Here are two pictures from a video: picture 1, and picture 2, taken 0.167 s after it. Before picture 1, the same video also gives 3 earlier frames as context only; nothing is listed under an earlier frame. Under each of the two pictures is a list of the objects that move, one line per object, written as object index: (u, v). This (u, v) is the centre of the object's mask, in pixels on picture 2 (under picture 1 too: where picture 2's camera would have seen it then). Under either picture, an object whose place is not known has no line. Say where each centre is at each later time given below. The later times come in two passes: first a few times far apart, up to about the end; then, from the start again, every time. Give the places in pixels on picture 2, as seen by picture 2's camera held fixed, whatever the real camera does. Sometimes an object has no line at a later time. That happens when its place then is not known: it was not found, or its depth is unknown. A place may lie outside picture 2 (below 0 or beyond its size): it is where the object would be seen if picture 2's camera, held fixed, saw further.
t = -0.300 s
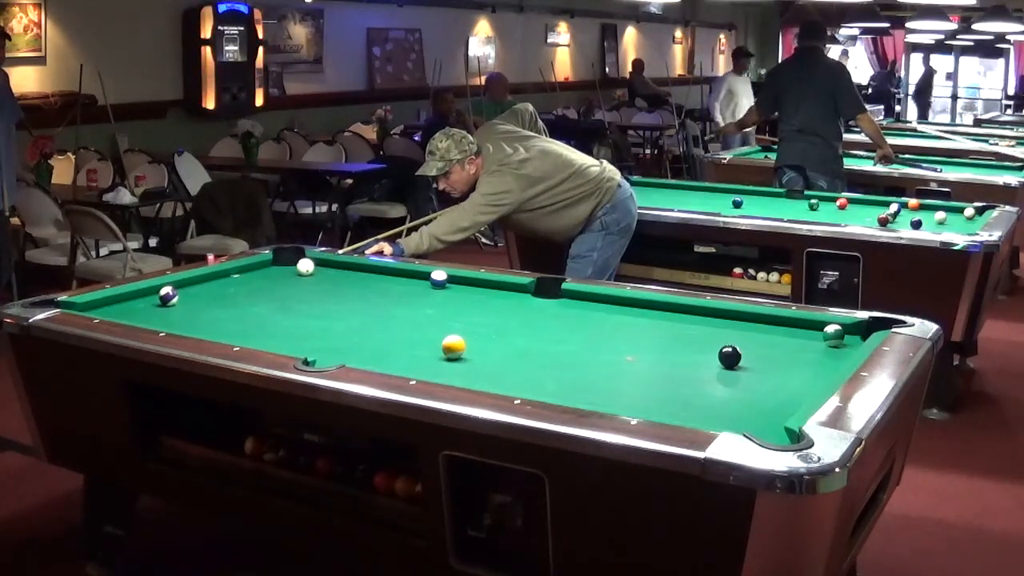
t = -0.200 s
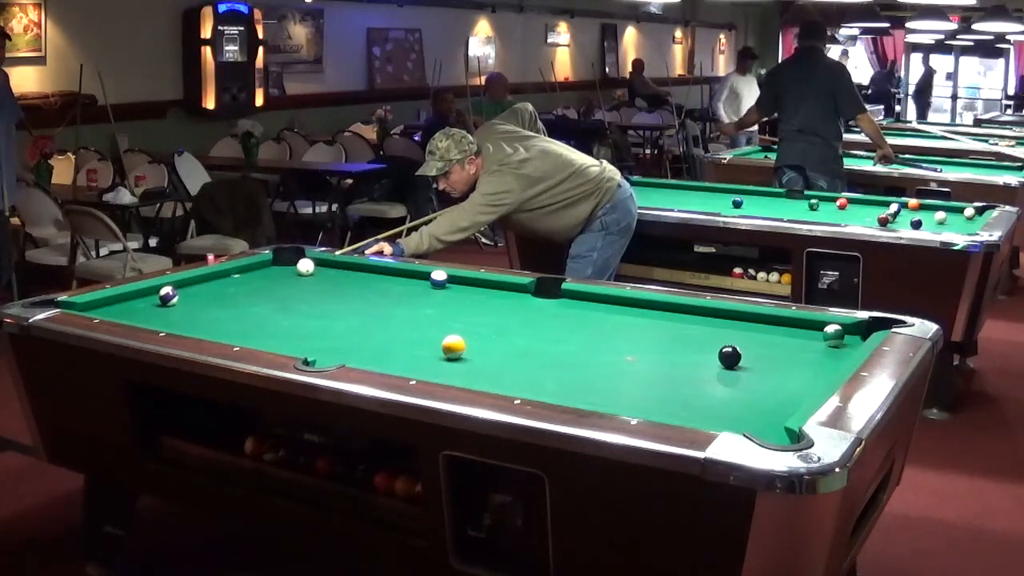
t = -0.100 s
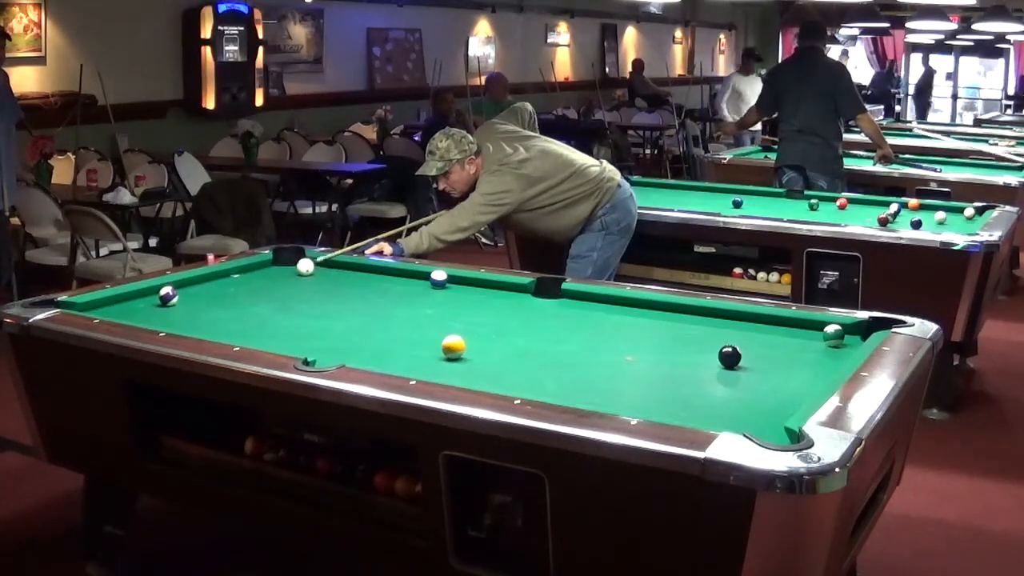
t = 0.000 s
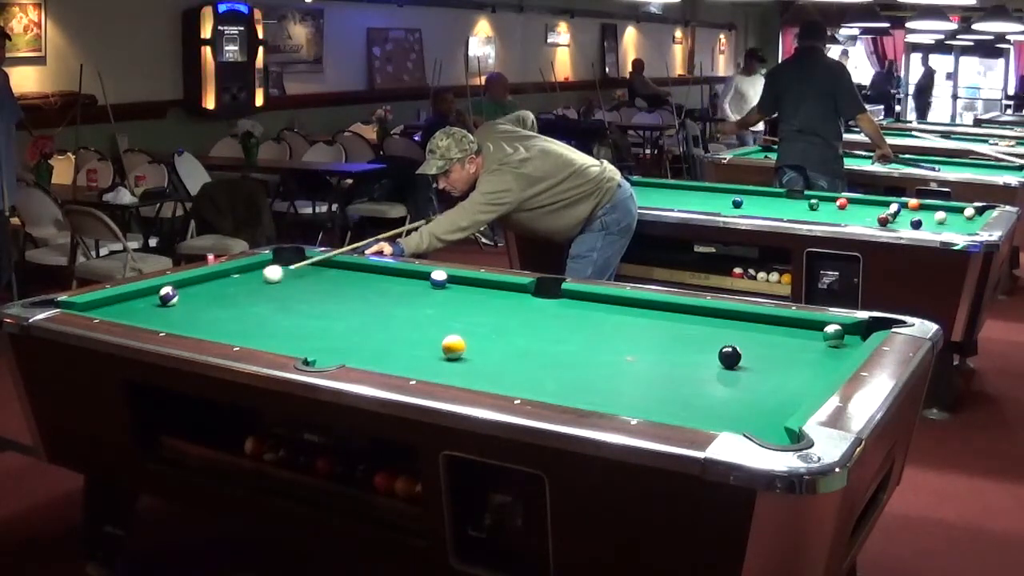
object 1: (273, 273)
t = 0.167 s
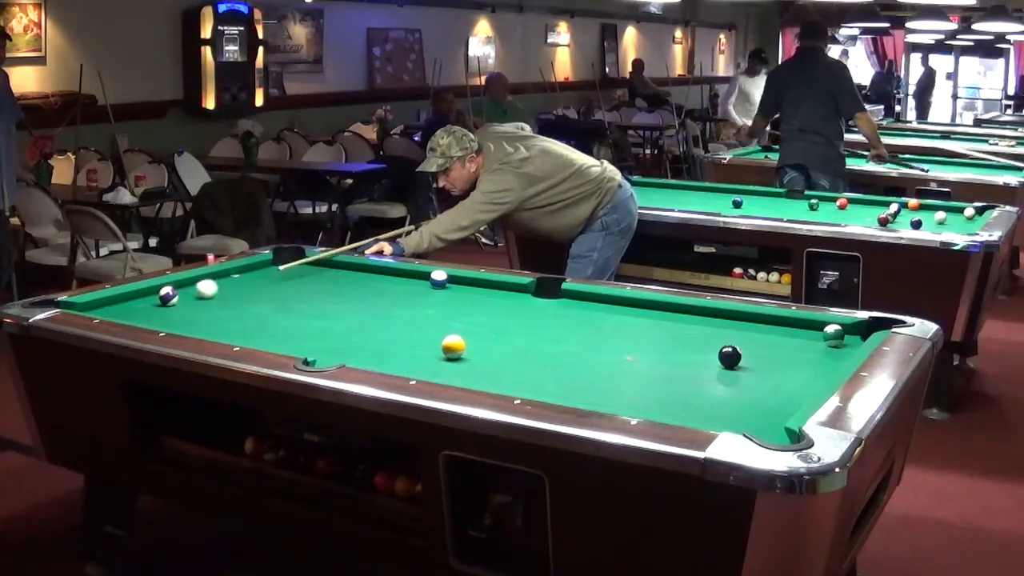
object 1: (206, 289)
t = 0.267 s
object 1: (188, 295)
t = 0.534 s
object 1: (172, 309)
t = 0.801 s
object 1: (152, 321)
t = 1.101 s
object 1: (196, 321)
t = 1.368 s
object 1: (238, 316)
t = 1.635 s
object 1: (277, 312)
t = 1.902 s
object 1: (312, 309)
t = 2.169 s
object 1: (345, 305)
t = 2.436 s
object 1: (375, 303)
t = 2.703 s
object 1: (401, 300)
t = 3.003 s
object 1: (428, 297)
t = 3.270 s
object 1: (450, 295)
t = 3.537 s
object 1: (469, 293)
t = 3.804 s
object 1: (486, 291)
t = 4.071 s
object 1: (500, 290)
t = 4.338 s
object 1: (512, 288)
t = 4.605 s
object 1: (521, 287)
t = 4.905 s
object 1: (523, 288)
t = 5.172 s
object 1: (523, 288)
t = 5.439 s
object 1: (523, 288)
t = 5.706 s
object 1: (523, 288)
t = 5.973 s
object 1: (522, 289)
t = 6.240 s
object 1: (522, 288)
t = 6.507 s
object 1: (522, 288)
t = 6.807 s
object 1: (522, 288)
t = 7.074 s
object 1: (522, 288)
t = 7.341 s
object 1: (522, 288)
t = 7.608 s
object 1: (522, 289)
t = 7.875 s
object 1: (522, 289)
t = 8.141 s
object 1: (522, 288)
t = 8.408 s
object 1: (522, 289)
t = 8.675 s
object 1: (522, 289)
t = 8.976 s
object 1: (522, 289)
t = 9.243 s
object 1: (522, 289)
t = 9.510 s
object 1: (522, 289)
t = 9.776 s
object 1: (522, 289)
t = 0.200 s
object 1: (193, 292)
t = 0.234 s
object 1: (187, 294)
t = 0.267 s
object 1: (188, 295)
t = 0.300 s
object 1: (188, 297)
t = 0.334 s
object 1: (186, 298)
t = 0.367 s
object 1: (184, 300)
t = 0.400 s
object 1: (181, 302)
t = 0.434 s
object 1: (179, 304)
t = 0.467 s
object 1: (177, 305)
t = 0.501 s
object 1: (175, 307)
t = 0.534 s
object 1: (172, 309)
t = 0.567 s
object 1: (169, 311)
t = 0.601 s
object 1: (167, 312)
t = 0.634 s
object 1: (165, 314)
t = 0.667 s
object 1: (162, 316)
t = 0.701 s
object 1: (160, 317)
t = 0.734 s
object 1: (157, 318)
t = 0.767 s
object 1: (155, 320)
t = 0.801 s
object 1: (152, 321)
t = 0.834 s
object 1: (151, 322)
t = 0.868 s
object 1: (158, 321)
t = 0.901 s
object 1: (164, 322)
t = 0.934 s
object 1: (169, 321)
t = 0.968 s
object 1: (175, 321)
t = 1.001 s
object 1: (180, 321)
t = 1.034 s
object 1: (185, 322)
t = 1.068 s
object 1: (191, 321)
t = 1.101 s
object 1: (196, 321)
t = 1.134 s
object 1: (202, 320)
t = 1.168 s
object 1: (207, 320)
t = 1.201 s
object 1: (212, 319)
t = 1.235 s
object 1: (218, 319)
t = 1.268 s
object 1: (223, 318)
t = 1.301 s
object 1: (228, 318)
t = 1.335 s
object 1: (233, 317)
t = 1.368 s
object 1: (238, 316)
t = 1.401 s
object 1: (243, 316)
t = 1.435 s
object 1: (248, 315)
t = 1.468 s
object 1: (253, 315)
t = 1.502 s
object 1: (258, 315)
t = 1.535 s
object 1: (263, 314)
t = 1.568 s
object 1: (267, 314)
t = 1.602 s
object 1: (273, 313)
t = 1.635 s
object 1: (277, 312)
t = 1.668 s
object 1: (282, 312)
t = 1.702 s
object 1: (286, 312)
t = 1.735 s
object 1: (291, 311)
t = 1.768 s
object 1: (295, 311)
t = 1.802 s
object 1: (300, 310)
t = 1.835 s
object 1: (304, 310)
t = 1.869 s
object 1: (308, 310)
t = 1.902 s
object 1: (312, 309)
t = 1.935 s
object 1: (317, 309)
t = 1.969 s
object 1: (321, 308)
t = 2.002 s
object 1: (325, 308)
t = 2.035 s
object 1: (329, 307)
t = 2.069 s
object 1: (333, 307)
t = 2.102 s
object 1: (337, 306)
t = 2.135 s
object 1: (341, 306)
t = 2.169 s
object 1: (345, 305)
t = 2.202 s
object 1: (349, 305)
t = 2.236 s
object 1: (353, 305)
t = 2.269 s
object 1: (356, 304)
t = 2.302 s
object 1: (360, 304)
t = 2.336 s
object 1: (364, 303)
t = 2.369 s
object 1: (368, 303)
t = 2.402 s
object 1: (371, 303)
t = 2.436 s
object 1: (375, 303)
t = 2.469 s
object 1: (378, 302)
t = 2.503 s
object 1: (382, 302)
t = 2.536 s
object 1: (385, 302)
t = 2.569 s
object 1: (388, 301)
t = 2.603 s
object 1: (392, 301)
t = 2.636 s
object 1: (395, 301)
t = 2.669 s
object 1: (398, 300)
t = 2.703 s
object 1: (401, 300)
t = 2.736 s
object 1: (405, 300)
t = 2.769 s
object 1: (408, 299)
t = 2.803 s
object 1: (411, 299)
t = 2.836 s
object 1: (414, 299)
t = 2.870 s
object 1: (417, 298)
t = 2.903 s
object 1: (420, 298)
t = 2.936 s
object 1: (423, 298)
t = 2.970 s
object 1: (425, 298)
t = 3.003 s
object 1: (428, 297)
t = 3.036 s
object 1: (431, 297)
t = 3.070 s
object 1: (434, 297)
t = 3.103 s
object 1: (437, 297)
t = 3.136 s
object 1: (440, 296)
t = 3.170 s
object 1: (442, 296)
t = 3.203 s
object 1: (445, 296)
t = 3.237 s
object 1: (447, 295)
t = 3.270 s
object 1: (450, 295)
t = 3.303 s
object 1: (453, 295)
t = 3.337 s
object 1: (455, 295)
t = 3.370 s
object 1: (457, 294)
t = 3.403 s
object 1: (460, 294)
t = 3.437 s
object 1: (462, 294)
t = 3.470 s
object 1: (464, 294)
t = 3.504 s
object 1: (467, 293)
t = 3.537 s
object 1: (469, 293)
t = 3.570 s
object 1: (471, 293)
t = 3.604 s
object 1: (473, 293)
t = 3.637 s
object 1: (475, 293)
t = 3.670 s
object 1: (477, 292)
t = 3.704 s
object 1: (479, 292)
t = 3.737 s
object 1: (482, 292)
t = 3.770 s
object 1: (484, 292)
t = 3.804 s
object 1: (486, 291)
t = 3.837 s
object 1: (488, 291)
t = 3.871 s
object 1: (489, 291)
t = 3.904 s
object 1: (491, 291)
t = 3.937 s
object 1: (493, 291)
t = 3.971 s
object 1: (495, 291)
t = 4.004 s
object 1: (497, 290)
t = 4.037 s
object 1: (498, 290)
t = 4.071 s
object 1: (500, 290)
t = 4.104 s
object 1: (502, 290)
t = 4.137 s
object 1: (503, 289)
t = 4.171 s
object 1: (505, 289)
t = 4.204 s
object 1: (506, 289)
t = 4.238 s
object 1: (508, 289)
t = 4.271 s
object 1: (509, 289)
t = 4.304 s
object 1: (510, 288)
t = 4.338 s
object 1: (512, 288)
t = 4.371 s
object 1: (513, 288)
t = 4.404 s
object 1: (514, 288)
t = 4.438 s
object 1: (515, 288)
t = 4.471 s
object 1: (517, 288)
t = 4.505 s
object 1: (518, 288)
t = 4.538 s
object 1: (519, 287)
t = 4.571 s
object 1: (520, 287)
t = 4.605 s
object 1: (521, 287)
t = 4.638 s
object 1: (521, 287)
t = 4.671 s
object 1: (522, 287)
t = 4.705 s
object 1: (522, 287)
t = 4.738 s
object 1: (522, 288)
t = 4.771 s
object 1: (522, 288)
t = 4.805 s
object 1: (522, 288)
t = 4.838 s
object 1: (522, 288)
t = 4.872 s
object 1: (523, 288)
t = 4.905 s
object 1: (523, 288)
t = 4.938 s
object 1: (523, 288)
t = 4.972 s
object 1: (522, 288)
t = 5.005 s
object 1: (523, 288)
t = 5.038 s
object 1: (523, 288)
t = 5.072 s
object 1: (522, 288)
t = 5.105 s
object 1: (523, 288)
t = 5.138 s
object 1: (523, 288)
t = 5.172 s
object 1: (523, 288)
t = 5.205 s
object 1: (523, 288)
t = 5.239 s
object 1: (523, 288)
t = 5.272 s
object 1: (523, 288)
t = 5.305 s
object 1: (523, 288)
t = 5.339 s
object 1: (522, 289)
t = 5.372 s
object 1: (523, 288)
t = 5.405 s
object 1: (523, 288)
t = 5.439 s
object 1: (523, 288)
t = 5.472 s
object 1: (523, 288)
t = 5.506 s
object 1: (523, 288)
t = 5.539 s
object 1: (523, 288)
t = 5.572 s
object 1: (522, 289)
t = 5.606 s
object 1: (523, 288)
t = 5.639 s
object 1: (523, 288)
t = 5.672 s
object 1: (522, 289)
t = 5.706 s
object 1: (523, 288)
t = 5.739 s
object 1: (522, 289)
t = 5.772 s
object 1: (523, 288)
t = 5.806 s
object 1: (522, 289)
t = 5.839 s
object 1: (523, 289)
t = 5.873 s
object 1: (522, 289)
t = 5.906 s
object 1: (522, 289)
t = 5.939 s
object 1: (522, 289)
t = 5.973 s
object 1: (522, 289)
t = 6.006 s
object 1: (522, 289)
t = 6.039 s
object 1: (522, 289)
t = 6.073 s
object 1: (522, 288)
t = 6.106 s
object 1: (523, 288)
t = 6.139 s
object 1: (523, 288)
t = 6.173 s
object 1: (522, 289)
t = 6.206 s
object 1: (522, 288)
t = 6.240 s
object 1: (522, 288)
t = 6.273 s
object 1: (523, 288)
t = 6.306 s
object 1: (522, 289)
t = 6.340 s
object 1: (522, 288)
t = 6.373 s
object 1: (522, 288)
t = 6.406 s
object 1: (522, 289)
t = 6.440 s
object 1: (522, 288)
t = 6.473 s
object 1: (522, 289)
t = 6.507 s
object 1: (522, 288)
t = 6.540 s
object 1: (522, 289)
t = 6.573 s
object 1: (522, 288)
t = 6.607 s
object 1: (522, 289)
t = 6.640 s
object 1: (522, 288)
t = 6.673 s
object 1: (522, 289)
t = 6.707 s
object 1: (522, 288)
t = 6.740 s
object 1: (522, 289)
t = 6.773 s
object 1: (522, 288)
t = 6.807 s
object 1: (522, 288)
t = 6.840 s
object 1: (522, 288)
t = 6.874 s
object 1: (522, 289)
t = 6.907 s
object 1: (522, 289)
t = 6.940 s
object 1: (522, 288)
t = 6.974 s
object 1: (522, 289)
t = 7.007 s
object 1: (522, 288)
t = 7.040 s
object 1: (522, 289)
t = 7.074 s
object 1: (522, 288)
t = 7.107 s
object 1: (522, 288)
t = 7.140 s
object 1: (522, 288)
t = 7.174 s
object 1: (522, 289)
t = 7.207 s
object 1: (522, 288)
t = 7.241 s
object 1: (522, 289)
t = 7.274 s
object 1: (522, 288)
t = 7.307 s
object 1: (522, 288)
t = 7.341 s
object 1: (522, 288)
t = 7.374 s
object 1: (522, 289)
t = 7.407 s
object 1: (522, 289)
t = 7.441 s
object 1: (522, 289)
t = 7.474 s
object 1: (522, 288)
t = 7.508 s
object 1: (522, 289)
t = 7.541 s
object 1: (522, 289)
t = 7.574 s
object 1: (522, 289)
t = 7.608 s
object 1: (522, 289)
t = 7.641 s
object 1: (522, 289)
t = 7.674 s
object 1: (522, 288)
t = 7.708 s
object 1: (522, 288)
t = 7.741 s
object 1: (522, 289)
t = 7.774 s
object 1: (522, 289)
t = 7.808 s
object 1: (522, 288)
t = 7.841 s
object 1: (522, 288)
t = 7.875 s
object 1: (522, 289)
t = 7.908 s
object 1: (522, 288)
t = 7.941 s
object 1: (522, 289)
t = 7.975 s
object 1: (522, 288)
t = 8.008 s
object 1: (522, 289)
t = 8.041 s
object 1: (522, 289)
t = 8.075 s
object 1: (522, 289)
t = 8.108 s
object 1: (522, 289)
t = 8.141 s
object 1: (522, 288)
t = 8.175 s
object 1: (522, 289)
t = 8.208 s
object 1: (522, 289)
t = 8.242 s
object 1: (522, 288)
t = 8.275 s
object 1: (522, 289)
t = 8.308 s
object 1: (522, 289)
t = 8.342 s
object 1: (522, 289)
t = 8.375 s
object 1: (522, 289)
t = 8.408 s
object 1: (522, 289)
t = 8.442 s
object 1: (522, 289)
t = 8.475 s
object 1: (522, 289)
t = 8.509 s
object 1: (522, 289)
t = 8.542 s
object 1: (522, 289)
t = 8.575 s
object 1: (522, 289)
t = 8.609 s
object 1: (522, 289)
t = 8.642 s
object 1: (522, 289)
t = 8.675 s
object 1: (522, 289)
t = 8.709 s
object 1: (522, 288)
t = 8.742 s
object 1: (522, 288)
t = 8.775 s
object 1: (522, 289)
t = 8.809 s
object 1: (522, 289)
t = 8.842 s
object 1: (522, 289)
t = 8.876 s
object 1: (522, 289)
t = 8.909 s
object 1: (522, 289)
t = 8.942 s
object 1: (522, 289)
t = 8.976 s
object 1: (522, 289)
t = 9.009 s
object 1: (522, 289)
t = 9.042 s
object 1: (522, 289)
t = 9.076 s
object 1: (522, 289)
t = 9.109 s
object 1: (522, 289)
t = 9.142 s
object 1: (522, 289)
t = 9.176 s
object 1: (522, 289)
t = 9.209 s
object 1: (522, 289)
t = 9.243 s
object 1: (522, 289)
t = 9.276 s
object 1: (522, 289)
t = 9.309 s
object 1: (522, 288)
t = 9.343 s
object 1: (522, 288)
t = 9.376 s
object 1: (522, 288)
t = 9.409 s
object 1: (522, 288)
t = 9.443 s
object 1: (522, 288)
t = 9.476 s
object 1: (522, 289)
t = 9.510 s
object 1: (522, 289)
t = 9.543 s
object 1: (522, 289)
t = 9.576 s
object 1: (522, 289)
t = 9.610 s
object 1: (522, 289)
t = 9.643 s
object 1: (522, 289)
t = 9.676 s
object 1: (522, 289)
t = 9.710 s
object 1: (522, 289)
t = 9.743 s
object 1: (522, 289)
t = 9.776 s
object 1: (522, 289)
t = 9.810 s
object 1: (522, 289)
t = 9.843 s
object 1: (522, 289)
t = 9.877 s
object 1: (522, 289)
